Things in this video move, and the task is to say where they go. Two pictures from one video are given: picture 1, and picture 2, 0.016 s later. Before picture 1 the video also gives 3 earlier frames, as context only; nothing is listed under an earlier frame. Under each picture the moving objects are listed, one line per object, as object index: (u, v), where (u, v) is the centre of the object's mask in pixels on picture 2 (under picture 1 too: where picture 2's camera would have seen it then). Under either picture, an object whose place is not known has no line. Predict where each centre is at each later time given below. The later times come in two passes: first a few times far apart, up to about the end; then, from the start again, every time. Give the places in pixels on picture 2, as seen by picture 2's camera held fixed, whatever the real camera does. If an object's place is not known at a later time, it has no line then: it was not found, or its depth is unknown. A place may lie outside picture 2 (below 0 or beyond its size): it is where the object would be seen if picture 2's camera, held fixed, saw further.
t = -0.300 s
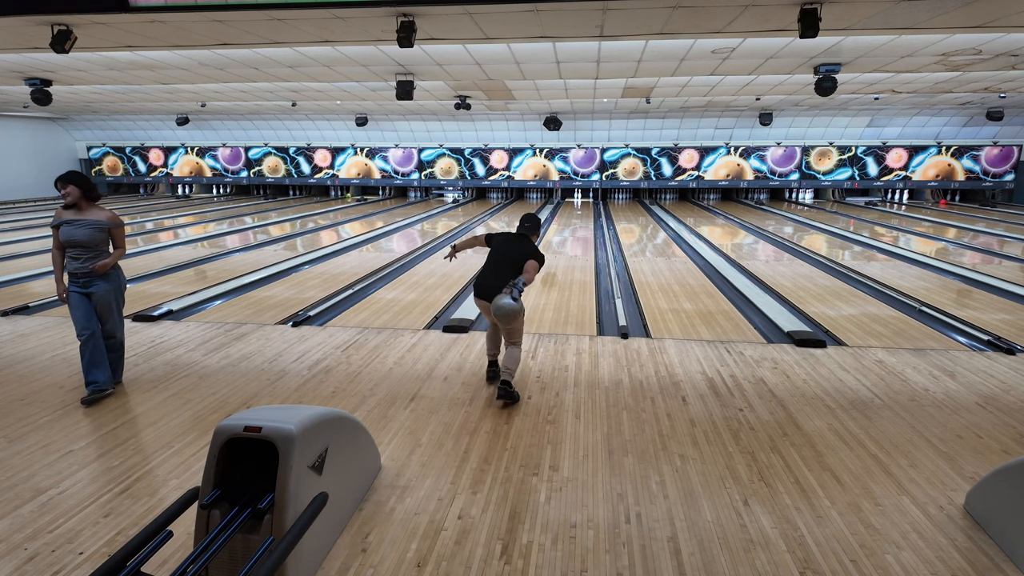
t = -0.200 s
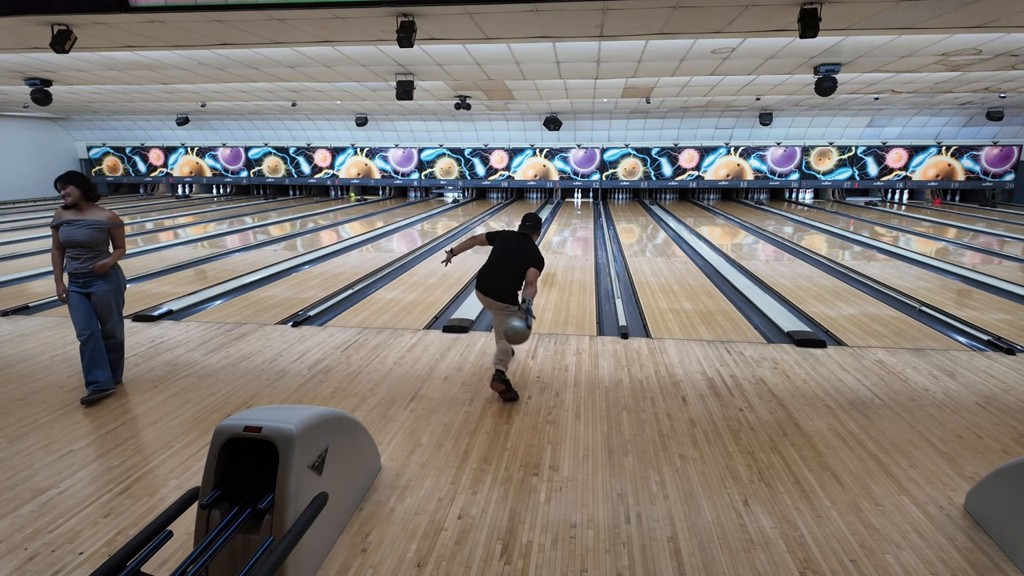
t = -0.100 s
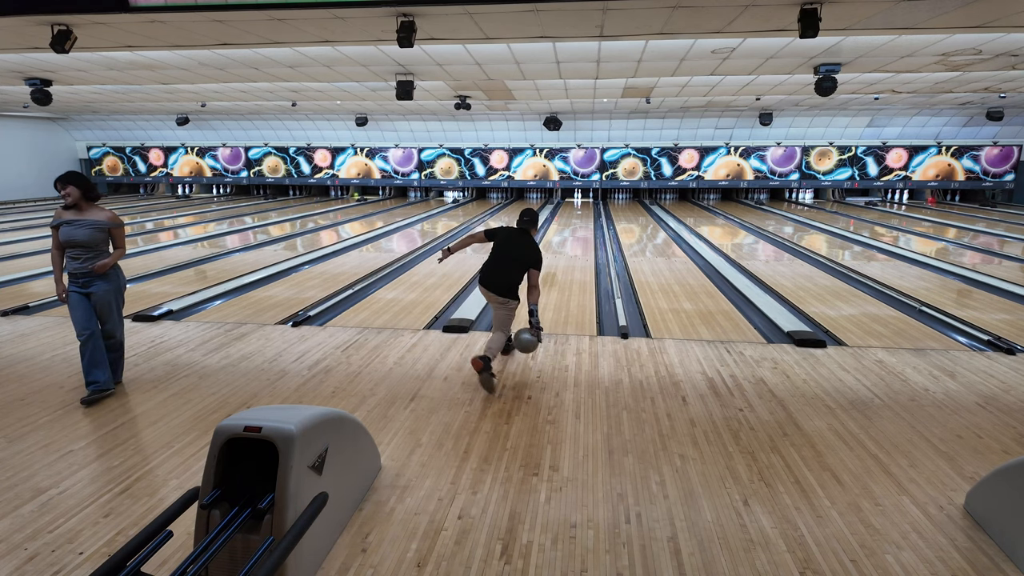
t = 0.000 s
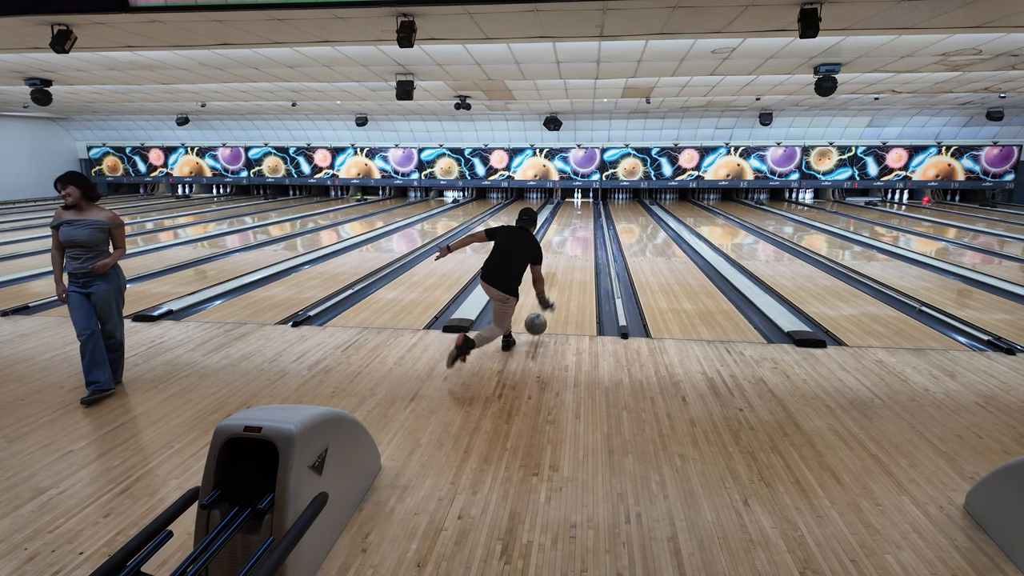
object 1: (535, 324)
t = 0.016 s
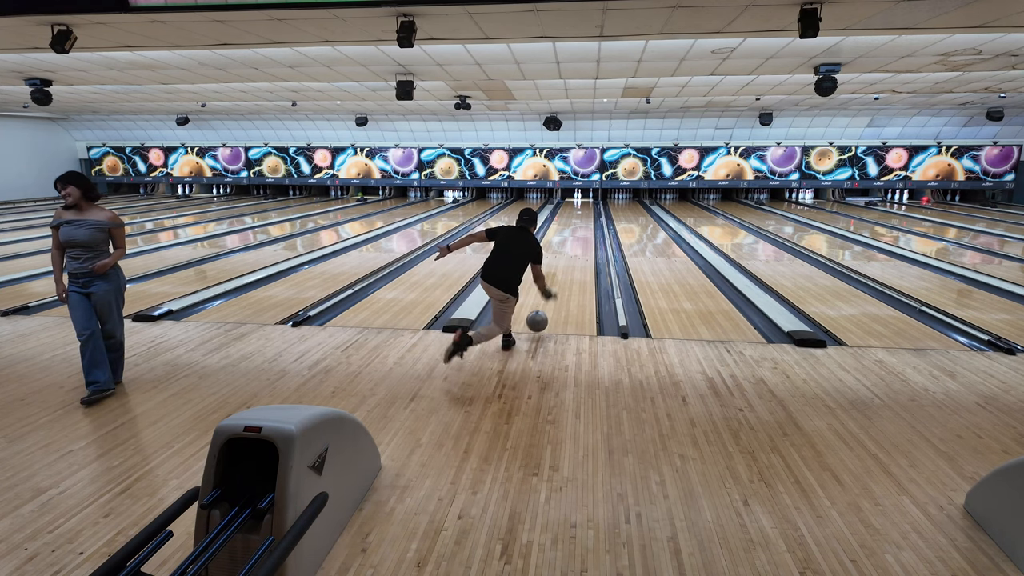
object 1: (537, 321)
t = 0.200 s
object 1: (548, 293)
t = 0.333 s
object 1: (554, 275)
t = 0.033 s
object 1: (538, 319)
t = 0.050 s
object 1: (539, 317)
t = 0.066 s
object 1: (540, 315)
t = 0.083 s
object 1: (541, 312)
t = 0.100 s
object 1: (542, 309)
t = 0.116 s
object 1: (543, 306)
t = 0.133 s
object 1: (544, 303)
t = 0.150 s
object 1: (545, 300)
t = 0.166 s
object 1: (547, 298)
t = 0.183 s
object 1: (547, 295)
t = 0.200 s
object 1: (548, 293)
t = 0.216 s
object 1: (549, 290)
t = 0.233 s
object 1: (550, 288)
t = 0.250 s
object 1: (551, 286)
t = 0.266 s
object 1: (551, 284)
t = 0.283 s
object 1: (552, 281)
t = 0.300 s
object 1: (553, 280)
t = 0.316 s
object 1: (554, 278)
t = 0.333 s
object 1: (554, 275)
